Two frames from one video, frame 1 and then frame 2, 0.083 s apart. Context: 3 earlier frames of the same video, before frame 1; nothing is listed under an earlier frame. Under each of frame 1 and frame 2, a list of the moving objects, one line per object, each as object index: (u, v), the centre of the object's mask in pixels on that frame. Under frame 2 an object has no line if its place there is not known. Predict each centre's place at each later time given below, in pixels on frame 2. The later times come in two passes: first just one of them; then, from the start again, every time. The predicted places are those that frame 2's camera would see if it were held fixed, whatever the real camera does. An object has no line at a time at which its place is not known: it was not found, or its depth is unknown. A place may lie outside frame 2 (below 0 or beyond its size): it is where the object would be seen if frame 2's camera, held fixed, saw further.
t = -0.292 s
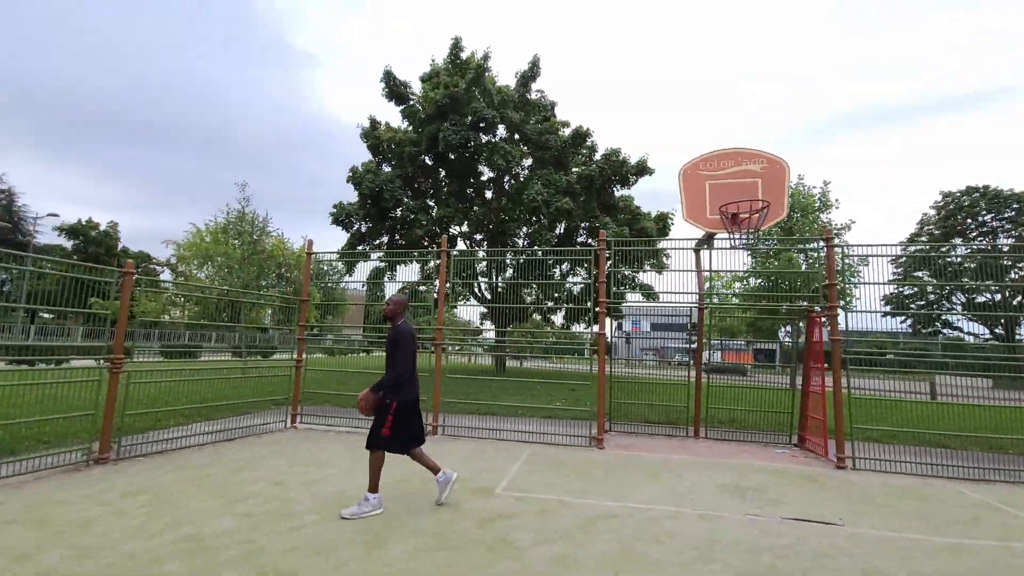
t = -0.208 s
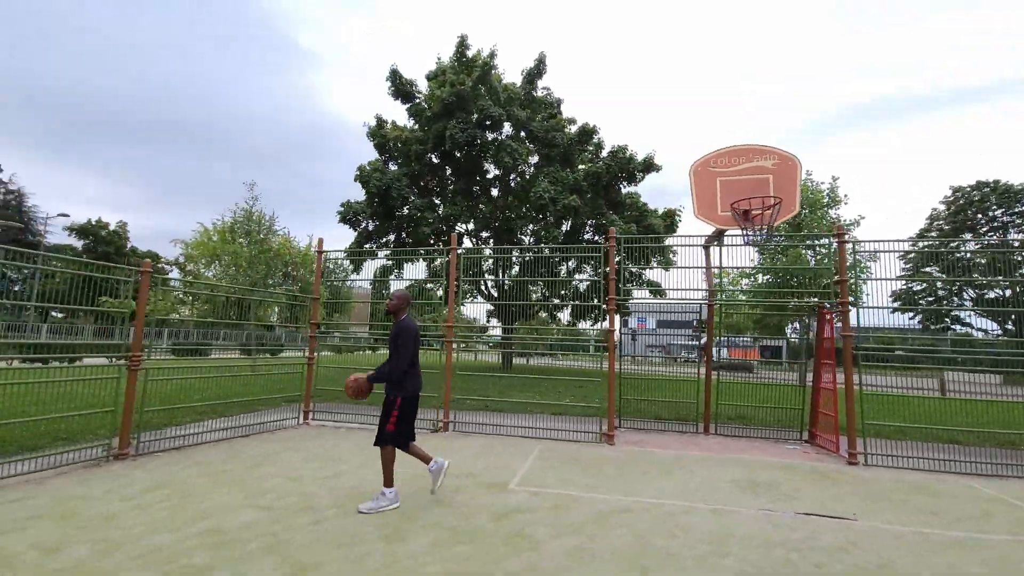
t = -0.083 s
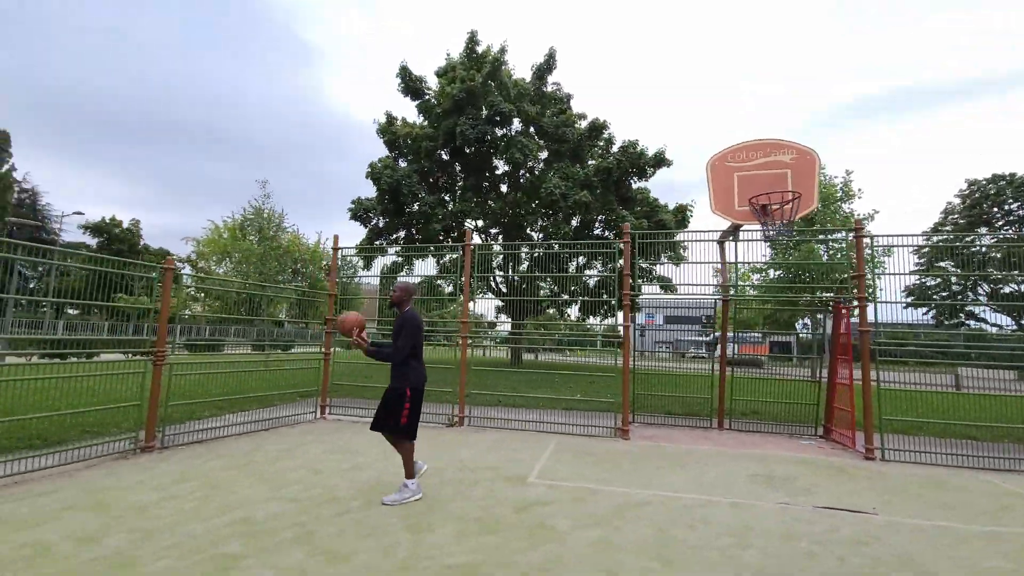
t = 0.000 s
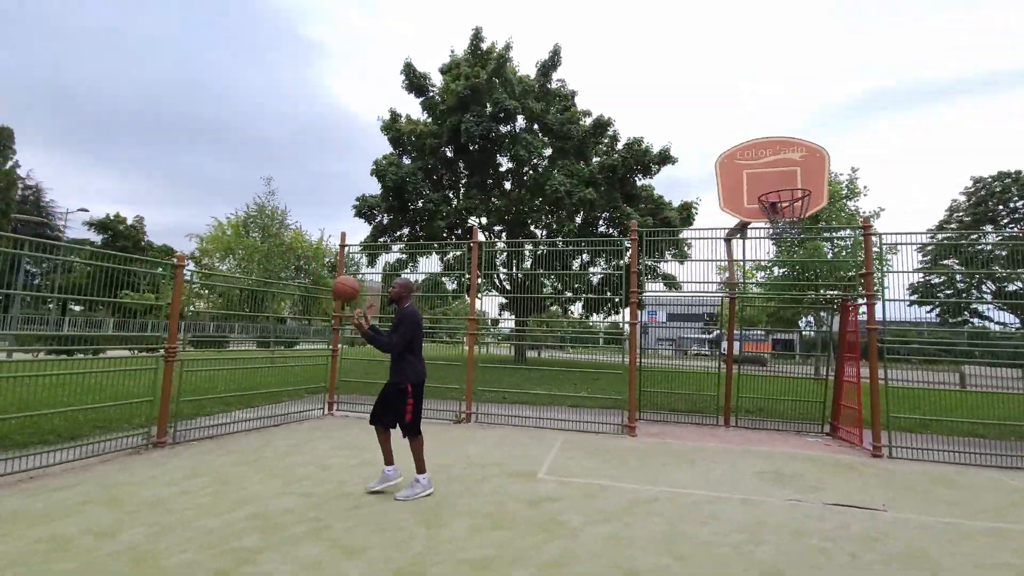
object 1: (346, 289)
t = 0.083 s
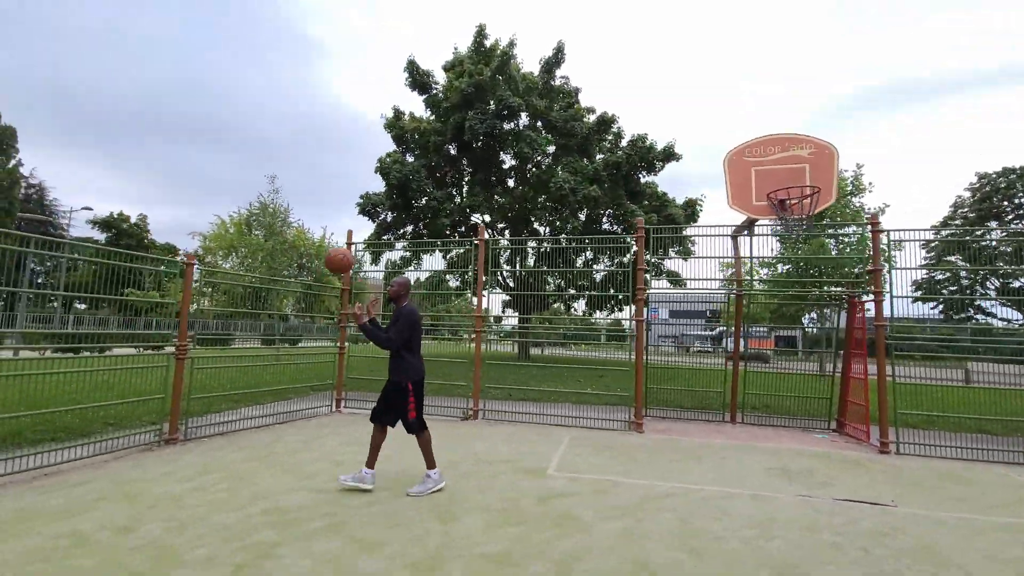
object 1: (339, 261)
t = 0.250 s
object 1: (309, 228)
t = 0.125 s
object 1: (332, 250)
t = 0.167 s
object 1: (324, 241)
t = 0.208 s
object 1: (317, 234)
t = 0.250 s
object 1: (309, 228)
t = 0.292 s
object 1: (301, 224)
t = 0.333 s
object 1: (292, 221)
